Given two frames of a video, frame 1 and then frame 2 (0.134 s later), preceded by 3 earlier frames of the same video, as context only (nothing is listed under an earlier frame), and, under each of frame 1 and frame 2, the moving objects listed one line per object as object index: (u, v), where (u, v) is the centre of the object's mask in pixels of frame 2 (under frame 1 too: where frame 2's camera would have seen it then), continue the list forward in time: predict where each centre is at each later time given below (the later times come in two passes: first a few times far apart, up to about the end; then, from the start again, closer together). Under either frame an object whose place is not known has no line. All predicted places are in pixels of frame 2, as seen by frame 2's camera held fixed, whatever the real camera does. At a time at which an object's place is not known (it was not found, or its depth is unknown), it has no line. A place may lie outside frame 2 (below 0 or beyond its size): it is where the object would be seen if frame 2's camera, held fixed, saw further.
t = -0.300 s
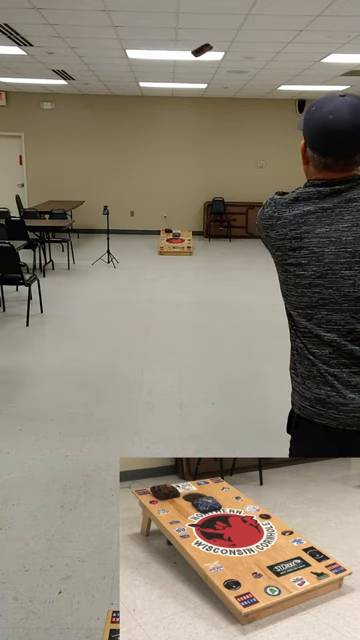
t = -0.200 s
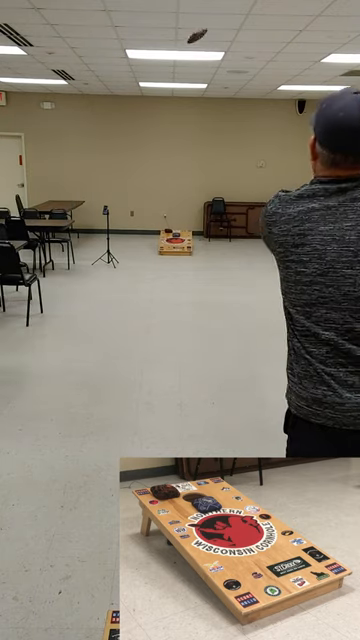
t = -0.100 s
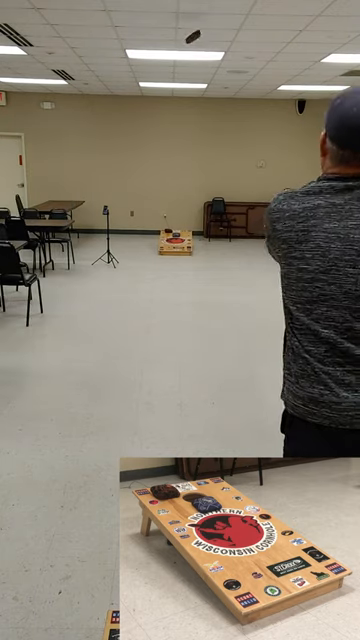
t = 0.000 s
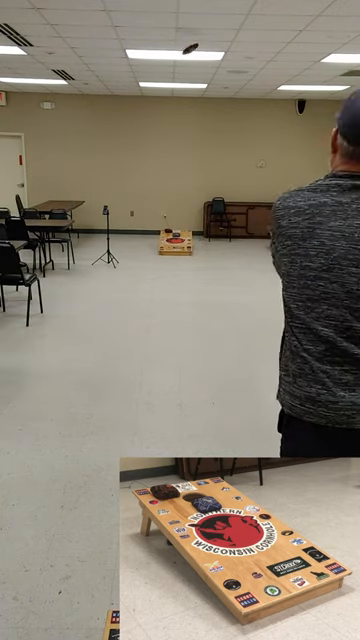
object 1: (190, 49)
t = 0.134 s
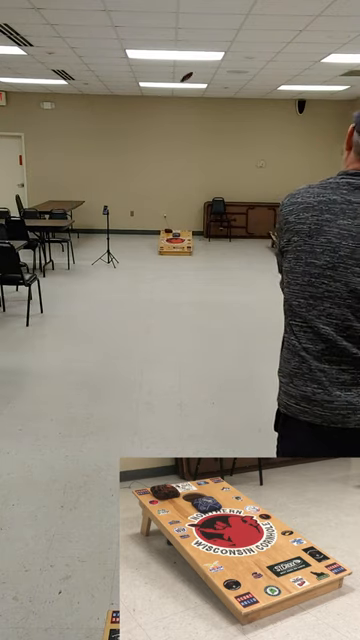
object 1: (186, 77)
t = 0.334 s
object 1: (181, 131)
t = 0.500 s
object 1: (178, 181)
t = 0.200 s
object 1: (185, 94)
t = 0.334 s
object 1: (181, 131)
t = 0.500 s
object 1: (178, 181)
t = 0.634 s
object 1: (175, 222)
